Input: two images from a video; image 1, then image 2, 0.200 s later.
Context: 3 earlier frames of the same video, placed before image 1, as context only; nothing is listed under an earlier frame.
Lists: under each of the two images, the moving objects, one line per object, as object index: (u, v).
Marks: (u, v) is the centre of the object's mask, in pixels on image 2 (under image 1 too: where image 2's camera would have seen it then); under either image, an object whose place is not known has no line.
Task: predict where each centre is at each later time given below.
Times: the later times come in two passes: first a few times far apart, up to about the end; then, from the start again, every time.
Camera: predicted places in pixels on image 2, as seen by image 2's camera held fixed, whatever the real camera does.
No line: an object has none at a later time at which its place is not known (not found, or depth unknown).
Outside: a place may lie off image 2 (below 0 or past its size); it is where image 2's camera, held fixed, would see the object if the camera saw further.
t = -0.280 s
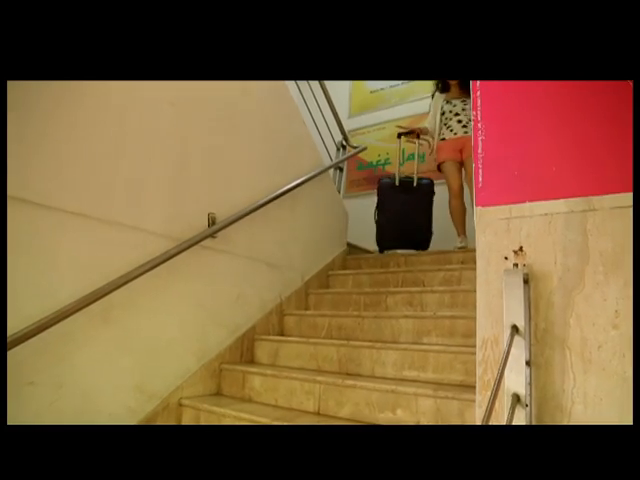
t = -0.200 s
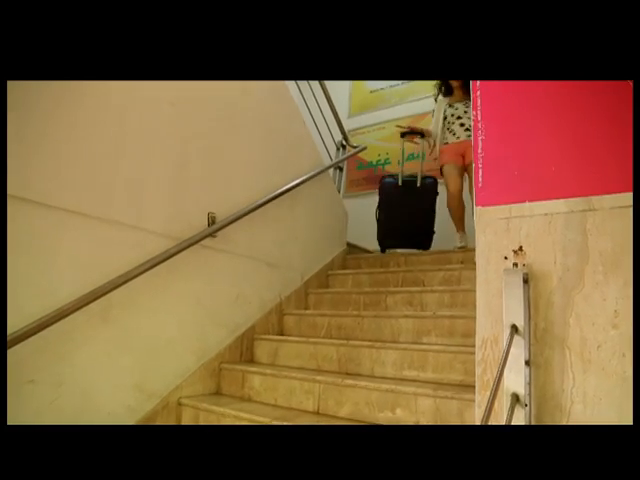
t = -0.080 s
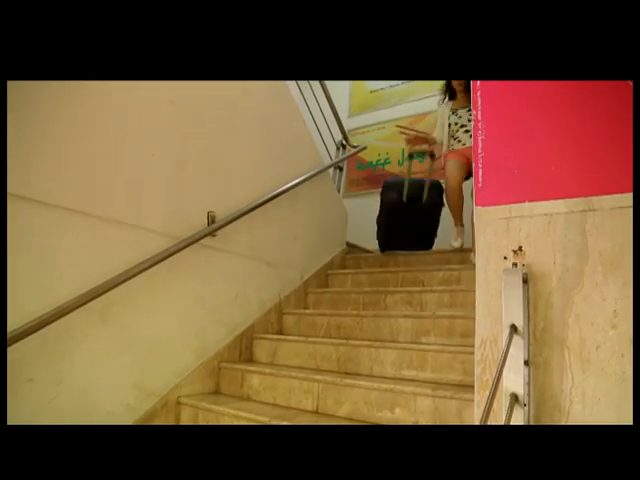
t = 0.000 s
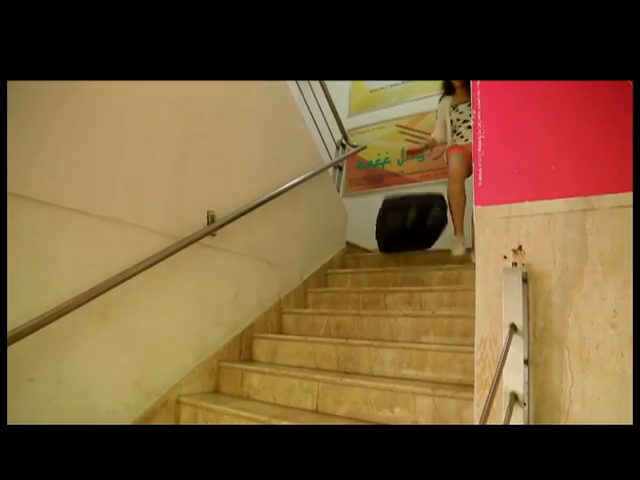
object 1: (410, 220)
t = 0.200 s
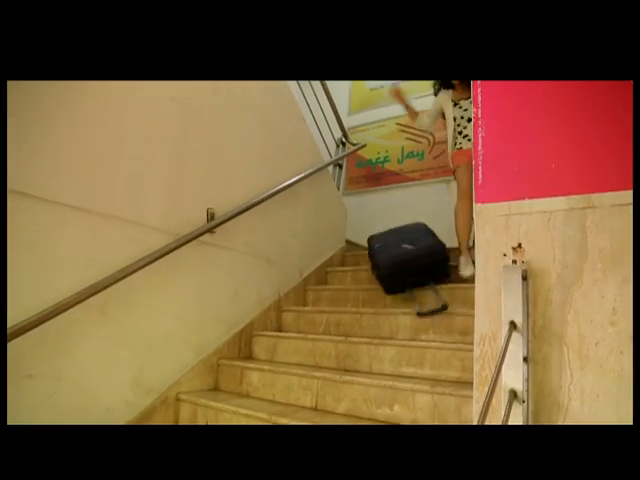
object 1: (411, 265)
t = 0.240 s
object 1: (408, 270)
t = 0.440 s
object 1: (386, 318)
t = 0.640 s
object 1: (332, 385)
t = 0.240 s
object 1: (408, 270)
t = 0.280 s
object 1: (406, 280)
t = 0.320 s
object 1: (402, 287)
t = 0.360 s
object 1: (397, 296)
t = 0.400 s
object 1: (392, 308)
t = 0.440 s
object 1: (386, 318)
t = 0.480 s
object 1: (378, 332)
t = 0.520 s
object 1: (369, 337)
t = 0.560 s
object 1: (358, 350)
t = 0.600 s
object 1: (346, 368)
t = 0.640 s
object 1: (332, 385)
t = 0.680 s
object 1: (315, 403)
